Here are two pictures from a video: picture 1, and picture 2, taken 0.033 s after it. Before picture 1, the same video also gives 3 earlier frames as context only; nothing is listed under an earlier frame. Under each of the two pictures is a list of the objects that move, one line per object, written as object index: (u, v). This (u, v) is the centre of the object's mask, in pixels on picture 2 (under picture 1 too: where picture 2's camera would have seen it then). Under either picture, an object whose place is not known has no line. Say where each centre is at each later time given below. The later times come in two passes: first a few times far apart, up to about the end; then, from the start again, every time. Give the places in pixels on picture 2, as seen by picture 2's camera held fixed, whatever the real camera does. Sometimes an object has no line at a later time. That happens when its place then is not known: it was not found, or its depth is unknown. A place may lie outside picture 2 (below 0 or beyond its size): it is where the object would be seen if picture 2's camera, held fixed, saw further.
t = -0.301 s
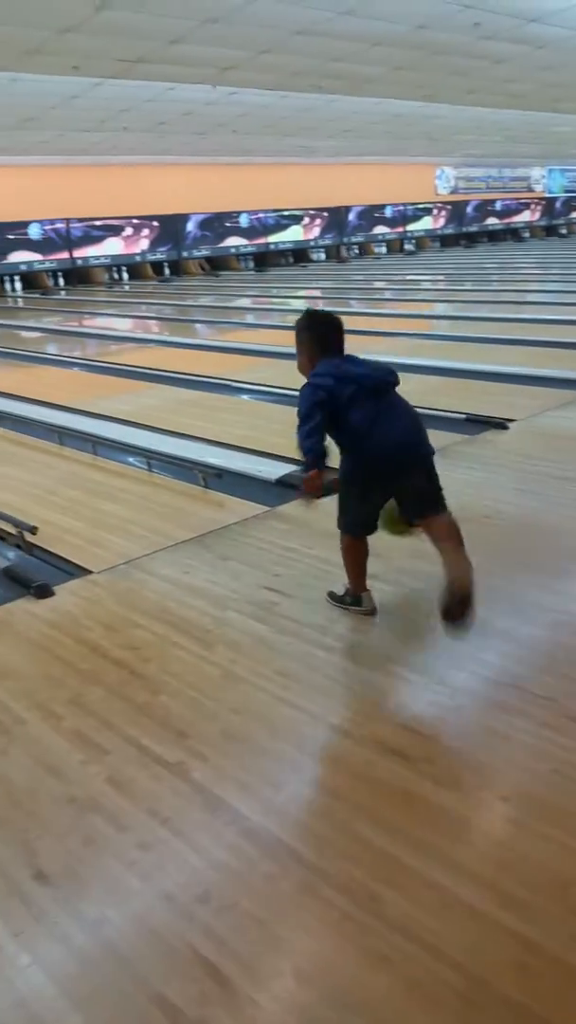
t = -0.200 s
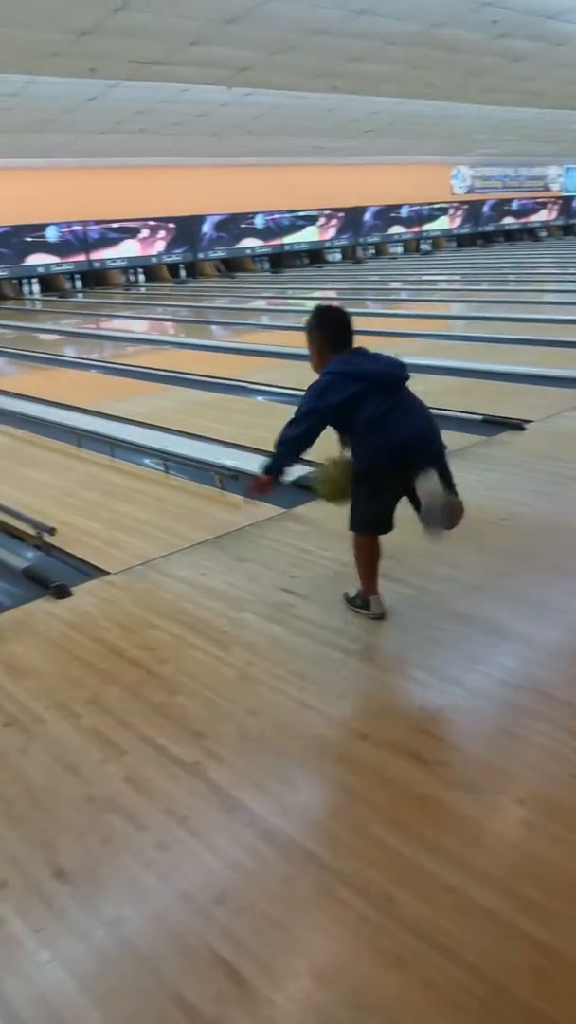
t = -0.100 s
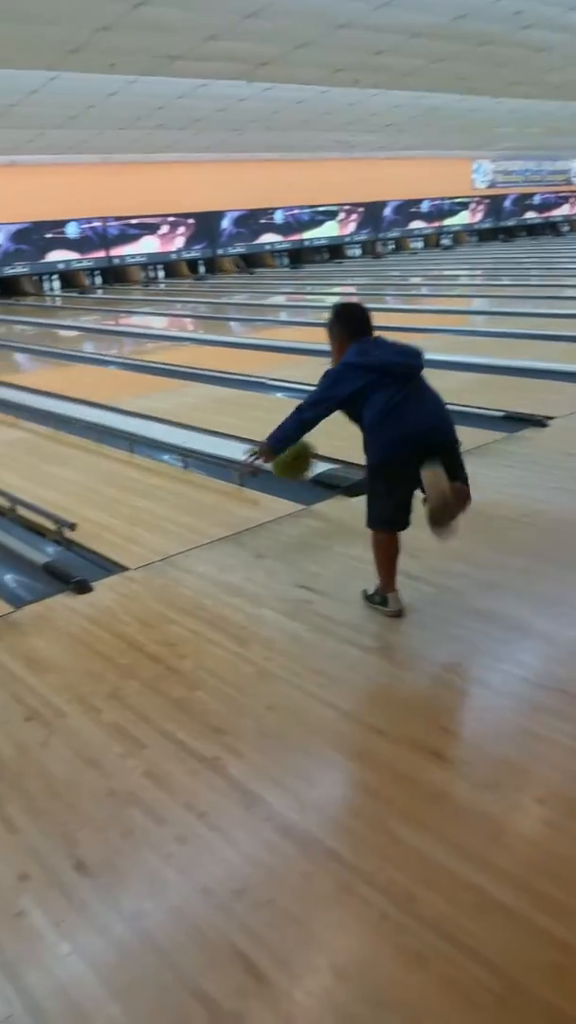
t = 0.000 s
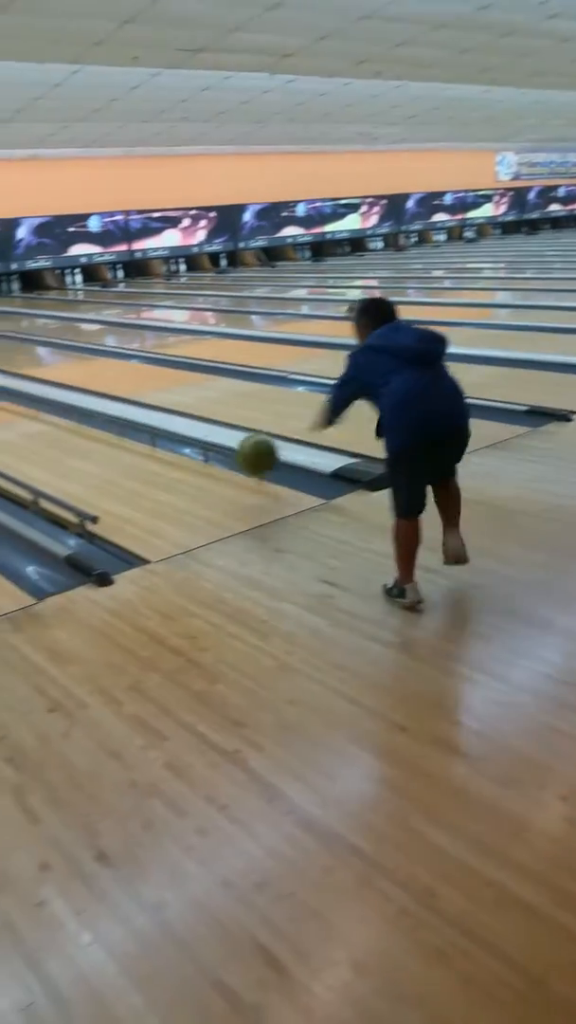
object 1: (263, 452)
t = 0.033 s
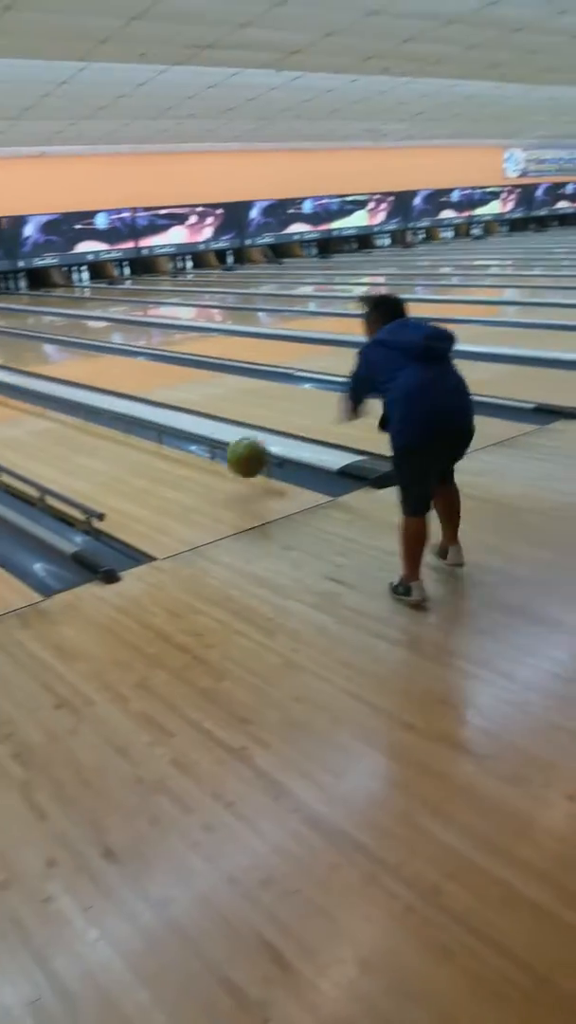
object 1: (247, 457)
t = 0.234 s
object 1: (164, 448)
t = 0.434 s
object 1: (101, 427)
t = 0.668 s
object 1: (44, 406)
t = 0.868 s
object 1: (5, 394)
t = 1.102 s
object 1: (-32, 383)
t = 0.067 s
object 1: (232, 464)
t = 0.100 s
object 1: (217, 464)
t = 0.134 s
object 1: (203, 458)
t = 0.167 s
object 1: (189, 454)
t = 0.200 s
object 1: (176, 452)
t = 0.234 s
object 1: (164, 448)
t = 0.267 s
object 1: (152, 444)
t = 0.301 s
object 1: (141, 440)
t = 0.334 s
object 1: (130, 437)
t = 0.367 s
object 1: (121, 433)
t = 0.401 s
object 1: (111, 430)
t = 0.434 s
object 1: (101, 427)
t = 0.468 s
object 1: (92, 424)
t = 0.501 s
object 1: (84, 421)
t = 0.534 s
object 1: (76, 418)
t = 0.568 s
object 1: (68, 415)
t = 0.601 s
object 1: (60, 412)
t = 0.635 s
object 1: (52, 409)
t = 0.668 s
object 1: (44, 406)
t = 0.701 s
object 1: (37, 404)
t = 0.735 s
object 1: (30, 402)
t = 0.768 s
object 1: (24, 400)
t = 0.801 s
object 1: (17, 398)
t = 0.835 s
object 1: (11, 396)
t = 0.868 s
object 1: (5, 394)
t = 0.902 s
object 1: (-1, 393)
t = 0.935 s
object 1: (-6, 391)
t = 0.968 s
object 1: (-12, 389)
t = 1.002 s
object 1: (-17, 387)
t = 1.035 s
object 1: (-23, 386)
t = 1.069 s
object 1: (-27, 384)
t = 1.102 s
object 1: (-32, 383)
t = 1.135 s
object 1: (-37, 381)
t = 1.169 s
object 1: (-41, 380)
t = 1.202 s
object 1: (-46, 379)
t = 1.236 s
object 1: (-50, 377)
